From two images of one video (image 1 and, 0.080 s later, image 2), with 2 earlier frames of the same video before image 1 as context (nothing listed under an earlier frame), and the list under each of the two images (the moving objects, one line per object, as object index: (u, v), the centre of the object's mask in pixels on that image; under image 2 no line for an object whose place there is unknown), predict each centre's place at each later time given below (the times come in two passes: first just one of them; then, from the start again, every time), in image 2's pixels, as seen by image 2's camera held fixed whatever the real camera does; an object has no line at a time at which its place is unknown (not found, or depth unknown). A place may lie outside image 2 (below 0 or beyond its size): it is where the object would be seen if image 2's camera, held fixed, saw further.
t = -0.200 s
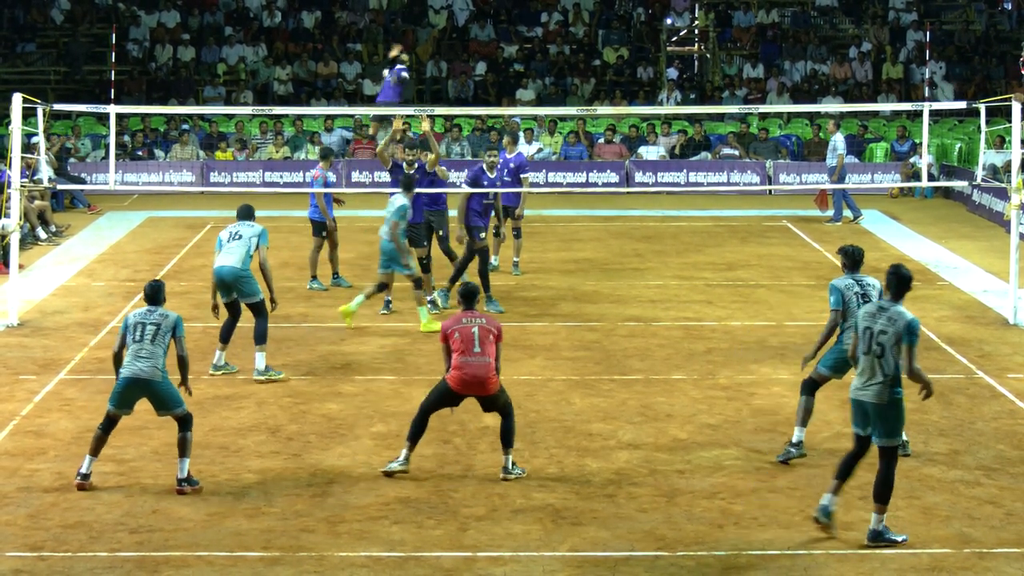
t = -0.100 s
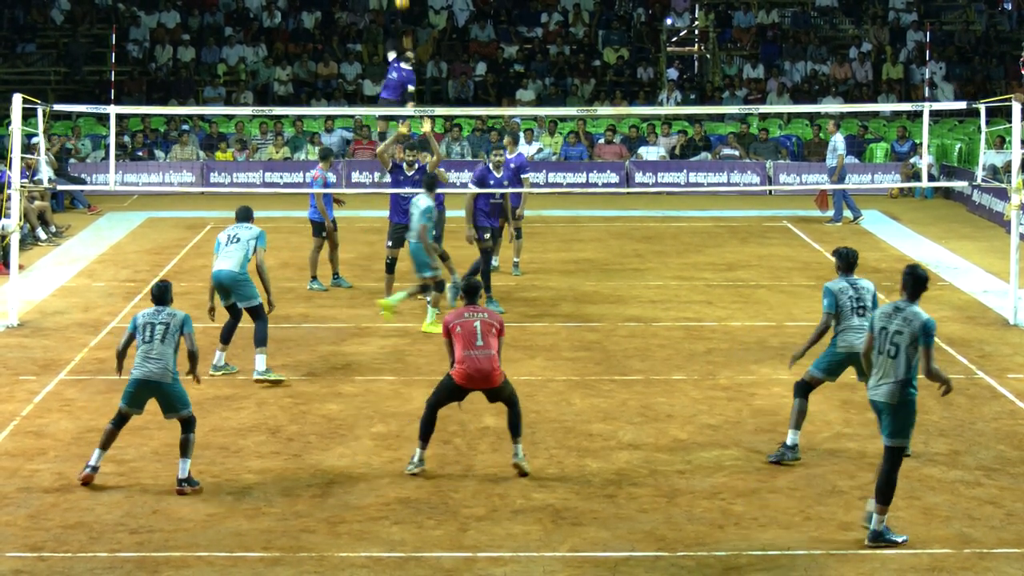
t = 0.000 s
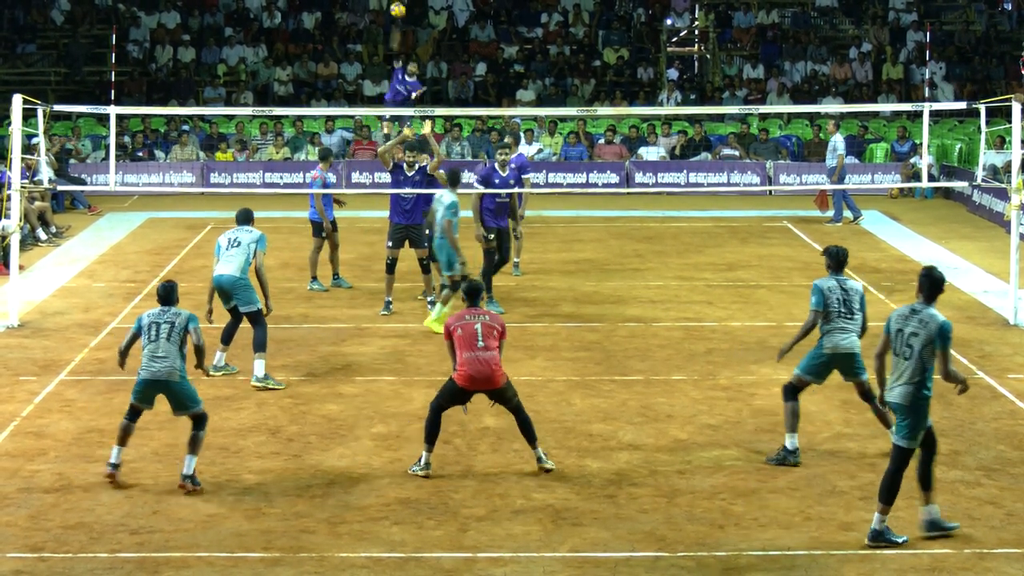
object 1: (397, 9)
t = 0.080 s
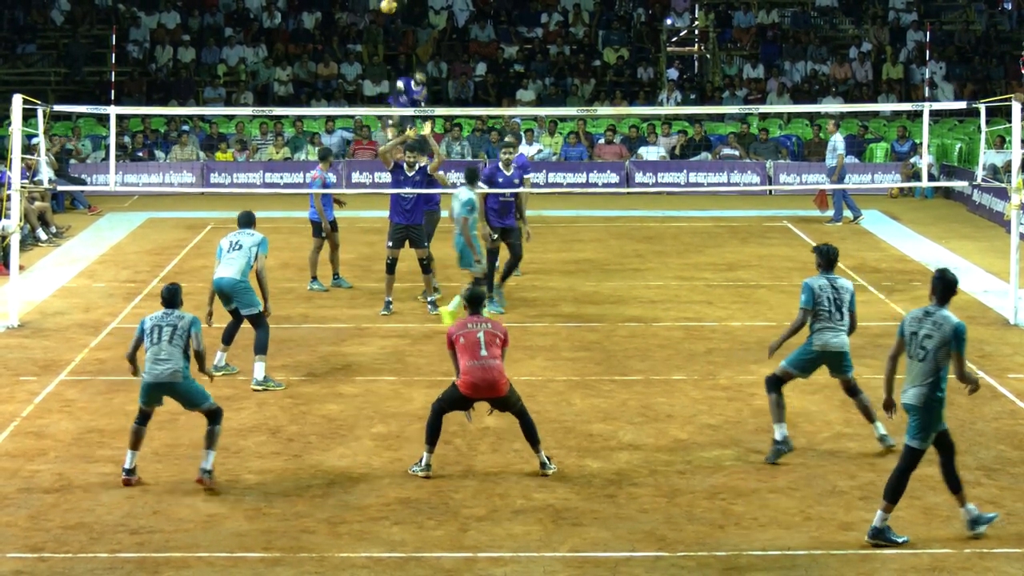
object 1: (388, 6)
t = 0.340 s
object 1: (366, 65)
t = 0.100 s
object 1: (386, 7)
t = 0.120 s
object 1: (384, 7)
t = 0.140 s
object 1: (382, 9)
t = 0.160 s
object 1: (380, 11)
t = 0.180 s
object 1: (378, 15)
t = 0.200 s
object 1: (377, 18)
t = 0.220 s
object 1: (375, 22)
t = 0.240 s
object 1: (374, 28)
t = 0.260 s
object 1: (372, 33)
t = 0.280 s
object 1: (371, 39)
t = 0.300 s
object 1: (369, 47)
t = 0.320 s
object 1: (368, 56)
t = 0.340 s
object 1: (366, 65)
